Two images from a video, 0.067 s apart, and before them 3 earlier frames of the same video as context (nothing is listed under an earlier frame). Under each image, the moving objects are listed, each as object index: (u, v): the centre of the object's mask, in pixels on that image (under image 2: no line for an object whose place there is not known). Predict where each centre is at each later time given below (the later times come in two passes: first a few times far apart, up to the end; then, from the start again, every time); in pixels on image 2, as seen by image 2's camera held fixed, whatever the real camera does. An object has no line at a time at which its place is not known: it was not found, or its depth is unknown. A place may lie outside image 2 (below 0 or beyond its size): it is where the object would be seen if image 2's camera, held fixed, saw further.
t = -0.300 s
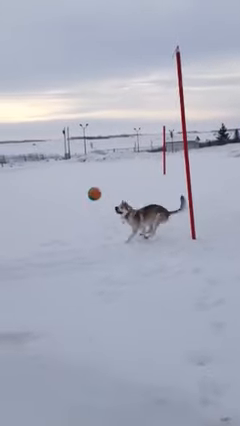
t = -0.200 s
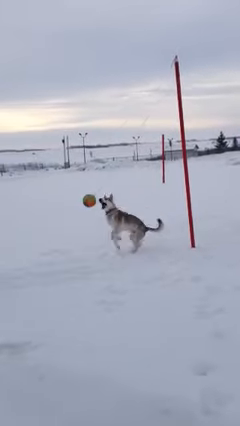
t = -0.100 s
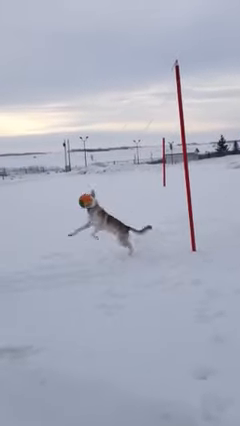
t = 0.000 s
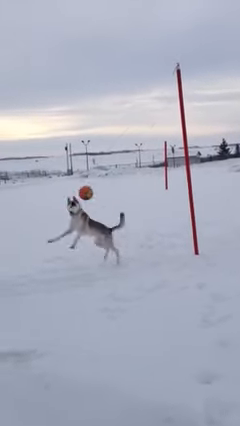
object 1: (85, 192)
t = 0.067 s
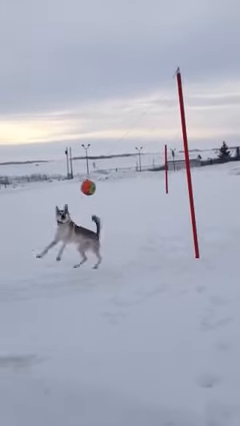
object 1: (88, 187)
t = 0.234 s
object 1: (100, 172)
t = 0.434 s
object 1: (128, 163)
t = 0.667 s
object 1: (178, 173)
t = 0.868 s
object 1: (219, 199)
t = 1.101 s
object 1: (248, 221)
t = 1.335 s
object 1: (248, 222)
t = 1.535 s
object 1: (230, 211)
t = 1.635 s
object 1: (219, 204)
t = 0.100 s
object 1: (89, 183)
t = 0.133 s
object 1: (91, 180)
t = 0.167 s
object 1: (94, 176)
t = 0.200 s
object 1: (96, 174)
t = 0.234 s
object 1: (100, 172)
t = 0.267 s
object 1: (103, 170)
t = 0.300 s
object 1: (107, 168)
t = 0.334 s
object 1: (111, 167)
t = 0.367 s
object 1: (116, 166)
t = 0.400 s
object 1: (122, 164)
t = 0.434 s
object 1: (128, 163)
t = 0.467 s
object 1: (136, 162)
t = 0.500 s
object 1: (143, 162)
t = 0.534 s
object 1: (150, 163)
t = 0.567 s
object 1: (157, 165)
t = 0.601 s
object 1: (164, 167)
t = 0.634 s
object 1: (171, 170)
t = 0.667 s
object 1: (178, 173)
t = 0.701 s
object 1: (186, 177)
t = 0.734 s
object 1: (193, 182)
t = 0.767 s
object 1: (200, 186)
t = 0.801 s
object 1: (207, 191)
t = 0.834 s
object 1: (213, 195)
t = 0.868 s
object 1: (219, 199)
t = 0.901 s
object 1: (224, 202)
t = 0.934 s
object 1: (229, 205)
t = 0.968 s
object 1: (233, 208)
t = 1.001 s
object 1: (237, 211)
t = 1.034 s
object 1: (241, 215)
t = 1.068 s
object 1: (245, 218)
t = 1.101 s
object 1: (248, 221)
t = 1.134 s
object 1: (250, 222)
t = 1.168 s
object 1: (251, 223)
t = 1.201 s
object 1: (251, 223)
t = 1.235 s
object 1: (250, 223)
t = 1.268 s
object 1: (250, 222)
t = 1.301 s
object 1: (250, 222)
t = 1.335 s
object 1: (248, 222)
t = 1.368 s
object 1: (246, 221)
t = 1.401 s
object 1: (243, 220)
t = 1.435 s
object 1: (240, 217)
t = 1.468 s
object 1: (237, 215)
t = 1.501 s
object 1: (233, 213)
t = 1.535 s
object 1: (230, 211)
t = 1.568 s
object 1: (227, 208)
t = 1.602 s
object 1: (223, 206)
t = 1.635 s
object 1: (219, 204)
